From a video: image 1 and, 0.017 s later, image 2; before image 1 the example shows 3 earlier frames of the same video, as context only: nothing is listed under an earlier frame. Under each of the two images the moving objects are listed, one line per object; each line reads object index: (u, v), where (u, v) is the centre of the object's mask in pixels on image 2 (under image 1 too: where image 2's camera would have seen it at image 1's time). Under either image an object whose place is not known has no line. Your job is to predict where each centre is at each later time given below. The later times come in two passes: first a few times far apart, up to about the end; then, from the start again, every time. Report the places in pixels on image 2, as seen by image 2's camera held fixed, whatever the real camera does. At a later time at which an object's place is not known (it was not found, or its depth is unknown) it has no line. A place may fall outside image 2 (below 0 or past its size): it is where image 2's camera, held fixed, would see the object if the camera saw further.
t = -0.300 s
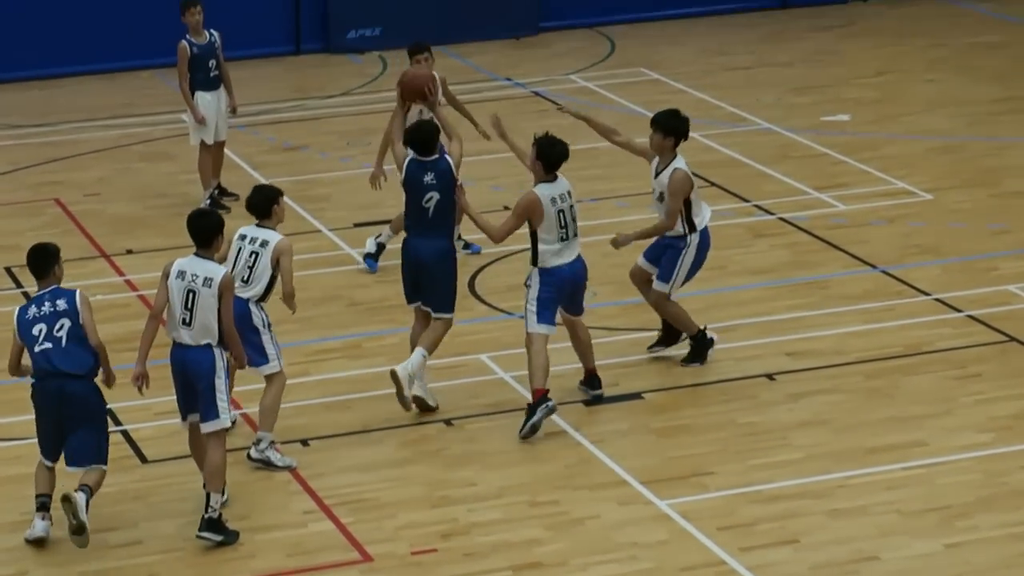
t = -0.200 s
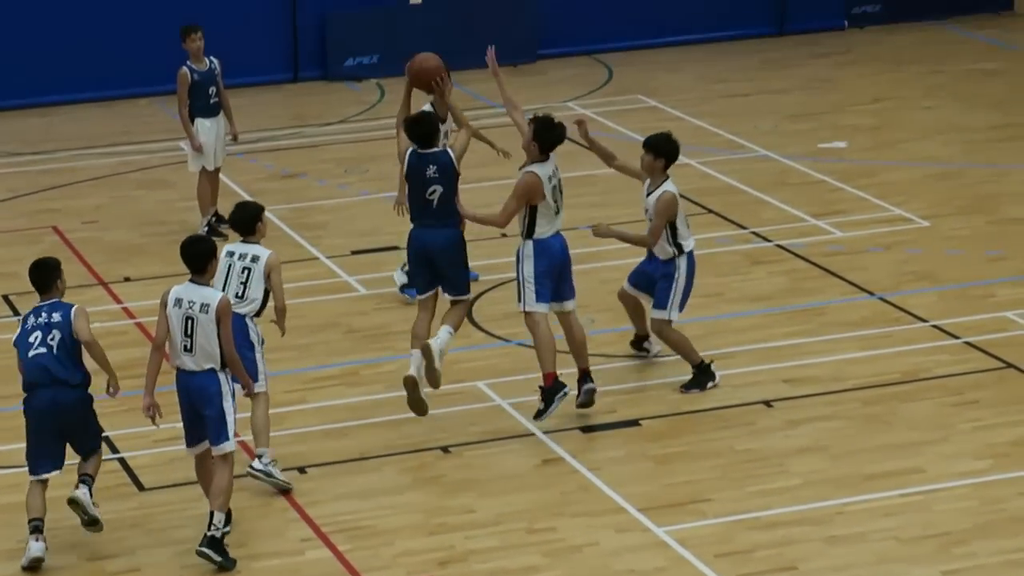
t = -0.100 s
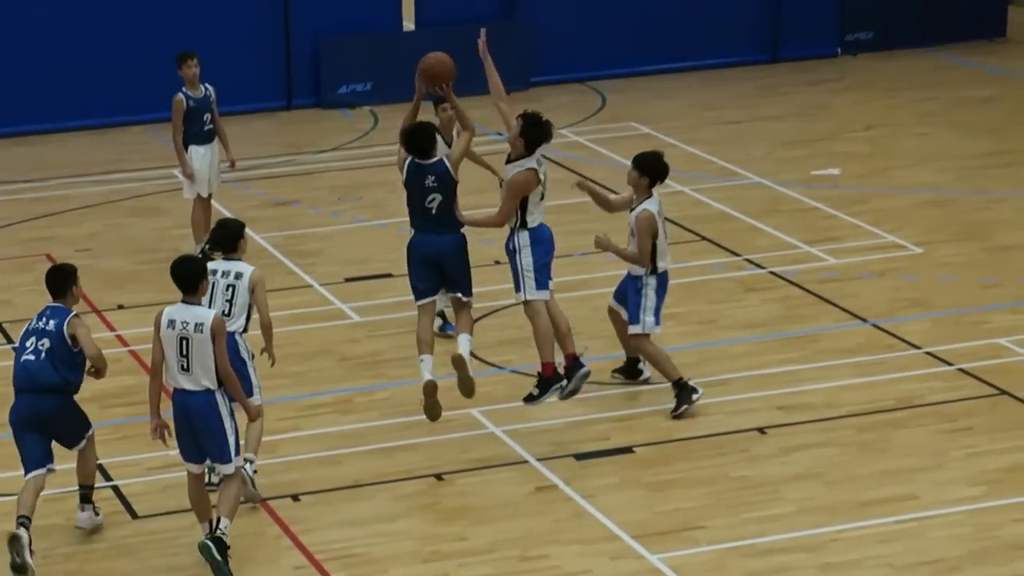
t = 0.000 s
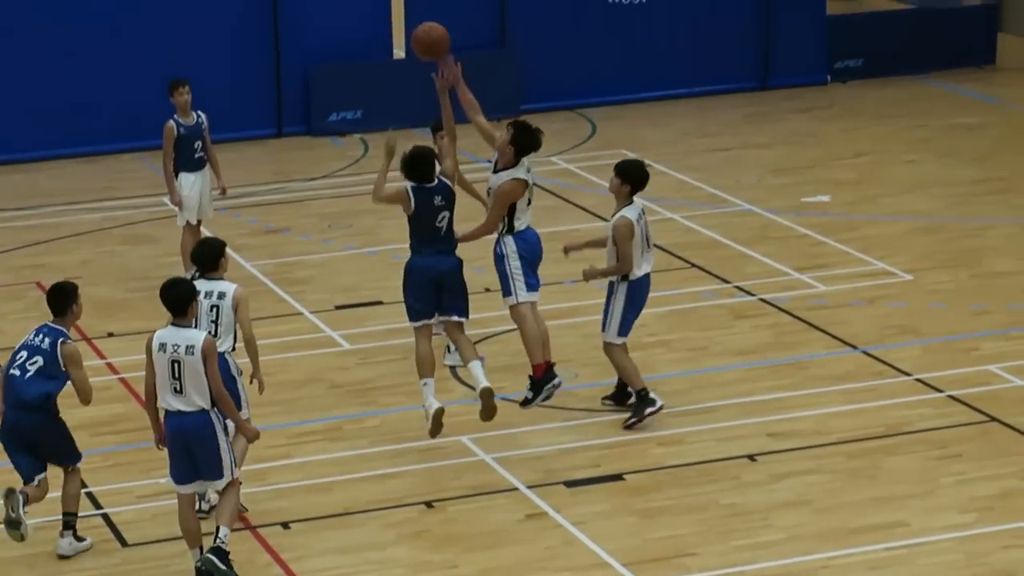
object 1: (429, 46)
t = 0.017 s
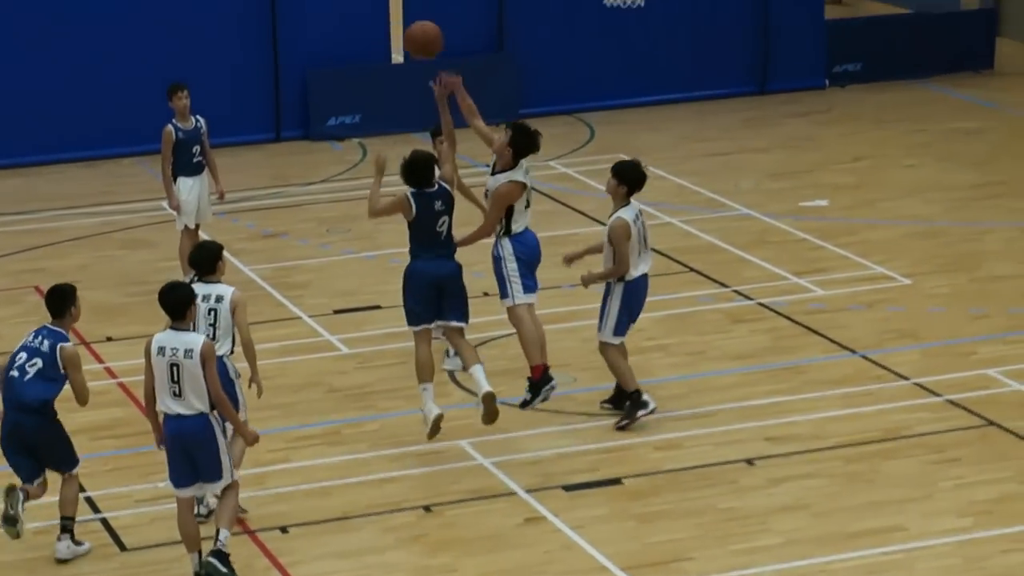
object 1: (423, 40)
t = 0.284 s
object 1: (339, 4)
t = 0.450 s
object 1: (289, 40)
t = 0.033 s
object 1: (418, 34)
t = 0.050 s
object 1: (413, 29)
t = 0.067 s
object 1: (408, 24)
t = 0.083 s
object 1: (403, 21)
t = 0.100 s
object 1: (397, 17)
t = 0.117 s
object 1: (392, 13)
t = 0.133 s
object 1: (386, 10)
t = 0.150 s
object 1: (380, 7)
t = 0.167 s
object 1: (375, 5)
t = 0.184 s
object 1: (371, 4)
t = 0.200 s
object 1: (366, 3)
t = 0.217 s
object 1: (361, 2)
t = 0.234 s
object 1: (355, 2)
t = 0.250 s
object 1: (350, 2)
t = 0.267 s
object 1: (344, 3)
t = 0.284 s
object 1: (339, 4)
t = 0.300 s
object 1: (334, 5)
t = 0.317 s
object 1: (329, 8)
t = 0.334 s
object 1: (324, 10)
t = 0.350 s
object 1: (318, 13)
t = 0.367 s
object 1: (314, 16)
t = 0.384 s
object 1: (308, 20)
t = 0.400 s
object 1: (303, 24)
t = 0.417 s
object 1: (298, 29)
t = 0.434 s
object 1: (294, 34)
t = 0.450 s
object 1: (289, 40)
